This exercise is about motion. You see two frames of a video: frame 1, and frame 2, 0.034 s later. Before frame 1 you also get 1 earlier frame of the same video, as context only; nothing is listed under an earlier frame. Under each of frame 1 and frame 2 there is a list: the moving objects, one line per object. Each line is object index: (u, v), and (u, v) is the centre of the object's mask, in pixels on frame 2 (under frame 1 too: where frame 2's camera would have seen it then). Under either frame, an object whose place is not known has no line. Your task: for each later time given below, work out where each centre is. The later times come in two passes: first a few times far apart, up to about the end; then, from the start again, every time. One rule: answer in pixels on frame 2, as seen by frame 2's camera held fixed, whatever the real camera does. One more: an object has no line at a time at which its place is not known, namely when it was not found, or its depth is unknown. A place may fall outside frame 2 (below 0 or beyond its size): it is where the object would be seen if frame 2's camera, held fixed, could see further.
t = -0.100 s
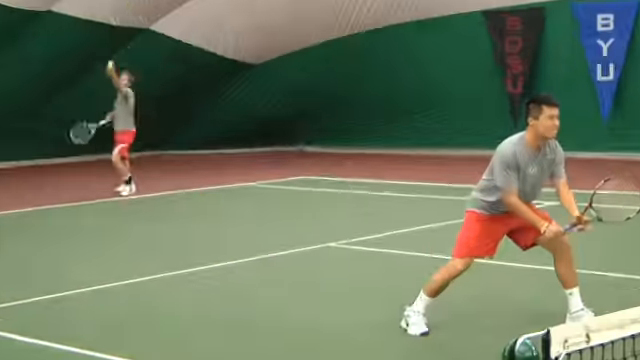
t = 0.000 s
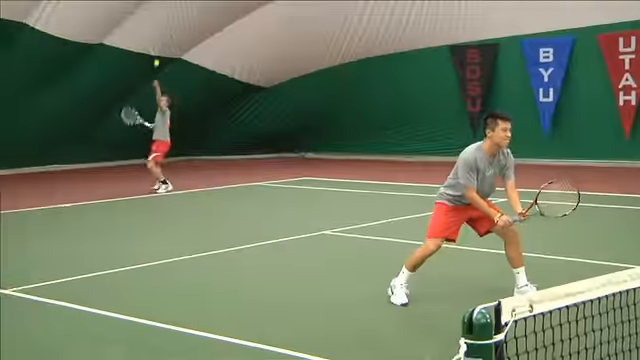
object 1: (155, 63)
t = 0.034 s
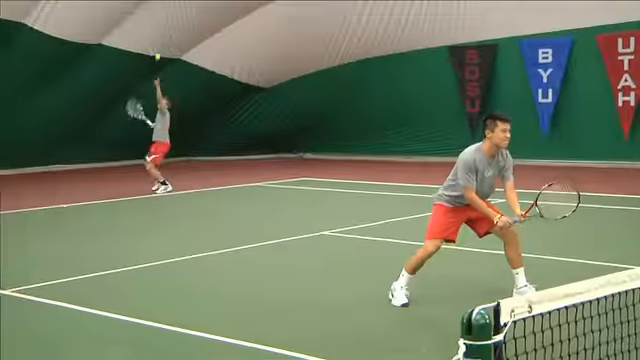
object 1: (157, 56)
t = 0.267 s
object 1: (173, 28)
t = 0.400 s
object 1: (183, 27)
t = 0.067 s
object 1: (160, 50)
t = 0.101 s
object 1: (162, 44)
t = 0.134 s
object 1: (164, 39)
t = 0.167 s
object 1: (166, 35)
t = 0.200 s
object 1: (168, 33)
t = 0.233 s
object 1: (171, 30)
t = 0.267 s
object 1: (173, 28)
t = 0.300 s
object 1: (175, 27)
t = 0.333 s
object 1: (178, 26)
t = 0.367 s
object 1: (180, 26)
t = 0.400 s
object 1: (183, 27)
